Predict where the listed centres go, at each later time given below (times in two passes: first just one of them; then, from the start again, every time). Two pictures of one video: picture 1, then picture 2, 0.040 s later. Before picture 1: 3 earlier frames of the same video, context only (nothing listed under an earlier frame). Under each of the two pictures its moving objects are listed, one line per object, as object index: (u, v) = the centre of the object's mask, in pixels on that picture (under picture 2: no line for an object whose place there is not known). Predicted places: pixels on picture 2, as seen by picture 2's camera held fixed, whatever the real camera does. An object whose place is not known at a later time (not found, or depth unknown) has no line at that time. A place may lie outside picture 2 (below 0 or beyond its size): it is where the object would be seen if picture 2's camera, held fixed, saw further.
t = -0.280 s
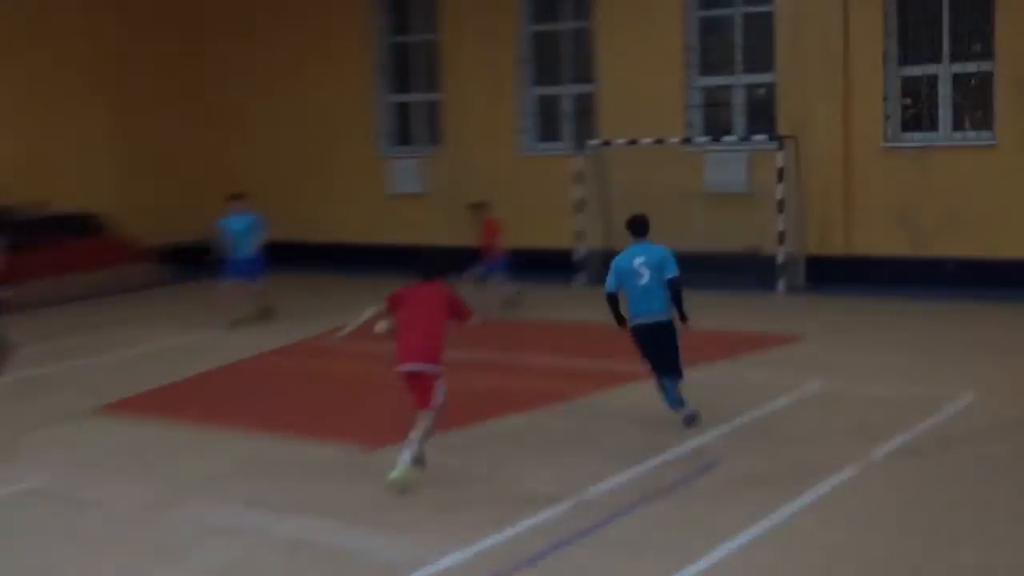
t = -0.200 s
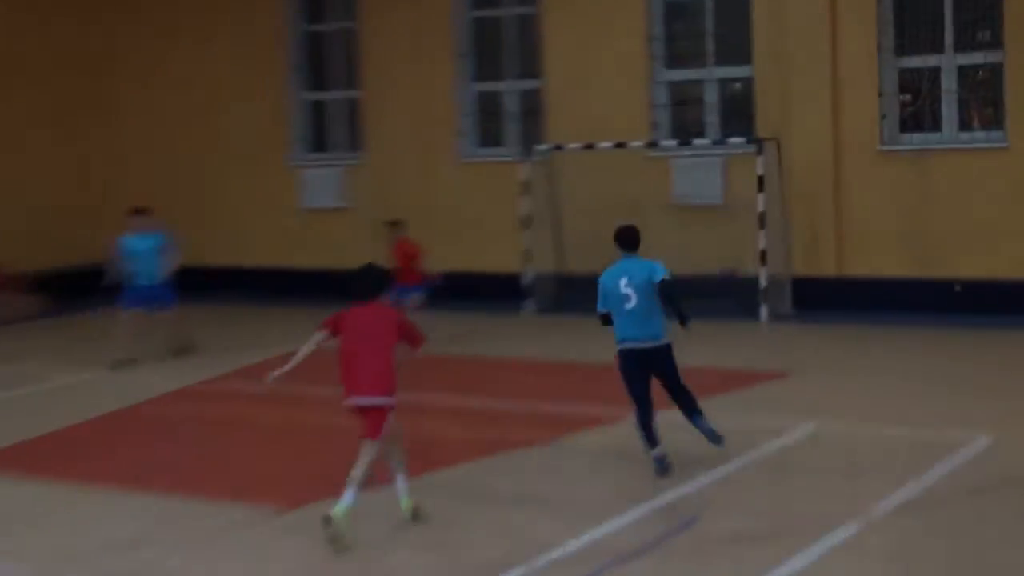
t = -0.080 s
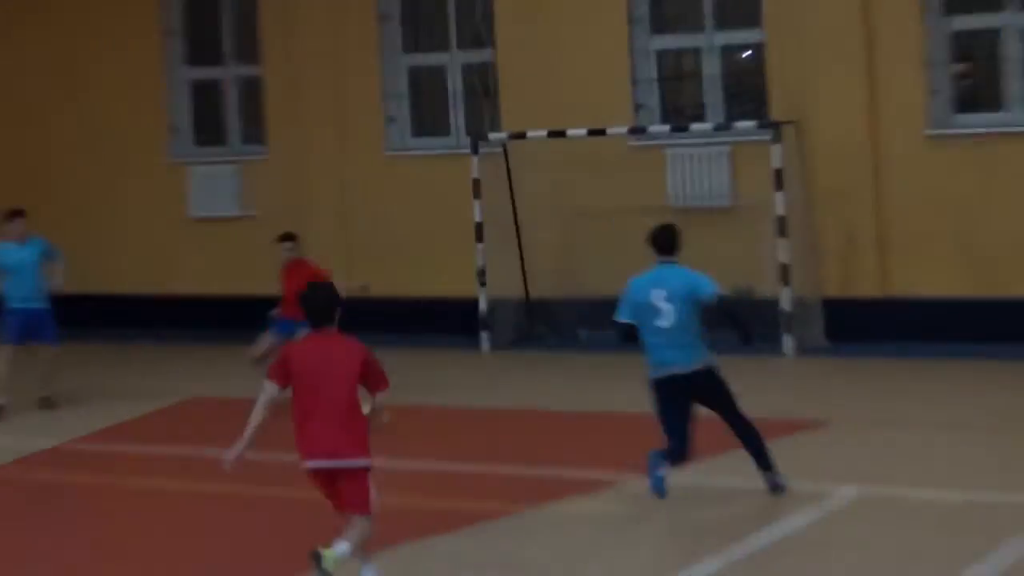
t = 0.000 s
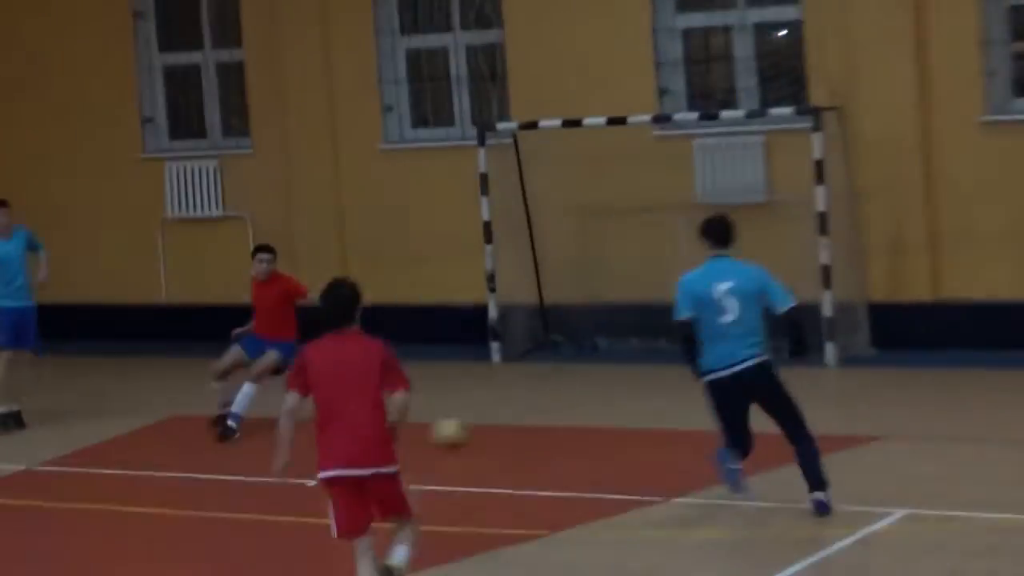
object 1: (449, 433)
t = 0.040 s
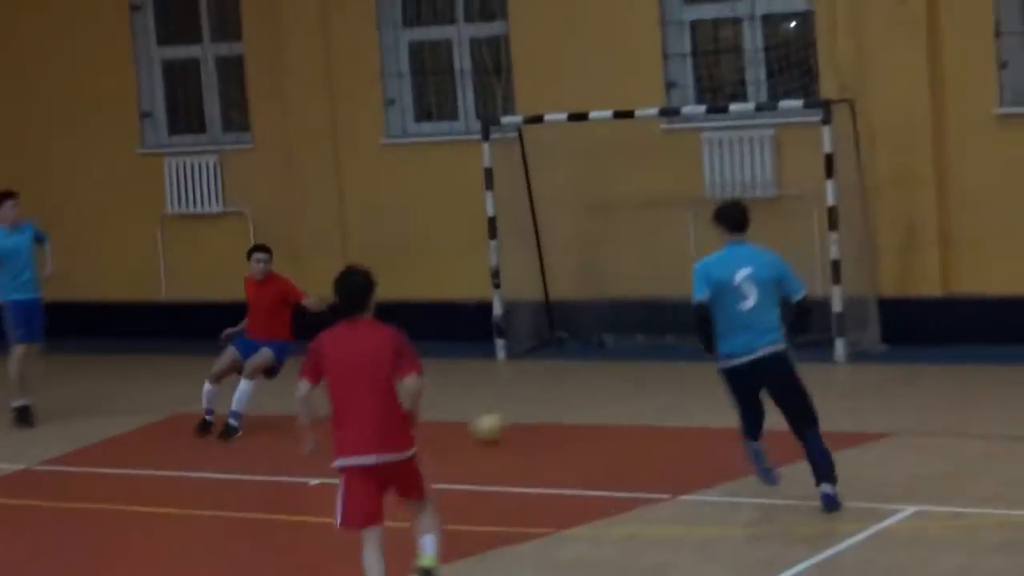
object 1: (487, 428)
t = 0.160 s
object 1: (592, 421)
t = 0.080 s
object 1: (523, 425)
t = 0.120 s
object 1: (558, 424)
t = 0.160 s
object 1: (592, 421)
